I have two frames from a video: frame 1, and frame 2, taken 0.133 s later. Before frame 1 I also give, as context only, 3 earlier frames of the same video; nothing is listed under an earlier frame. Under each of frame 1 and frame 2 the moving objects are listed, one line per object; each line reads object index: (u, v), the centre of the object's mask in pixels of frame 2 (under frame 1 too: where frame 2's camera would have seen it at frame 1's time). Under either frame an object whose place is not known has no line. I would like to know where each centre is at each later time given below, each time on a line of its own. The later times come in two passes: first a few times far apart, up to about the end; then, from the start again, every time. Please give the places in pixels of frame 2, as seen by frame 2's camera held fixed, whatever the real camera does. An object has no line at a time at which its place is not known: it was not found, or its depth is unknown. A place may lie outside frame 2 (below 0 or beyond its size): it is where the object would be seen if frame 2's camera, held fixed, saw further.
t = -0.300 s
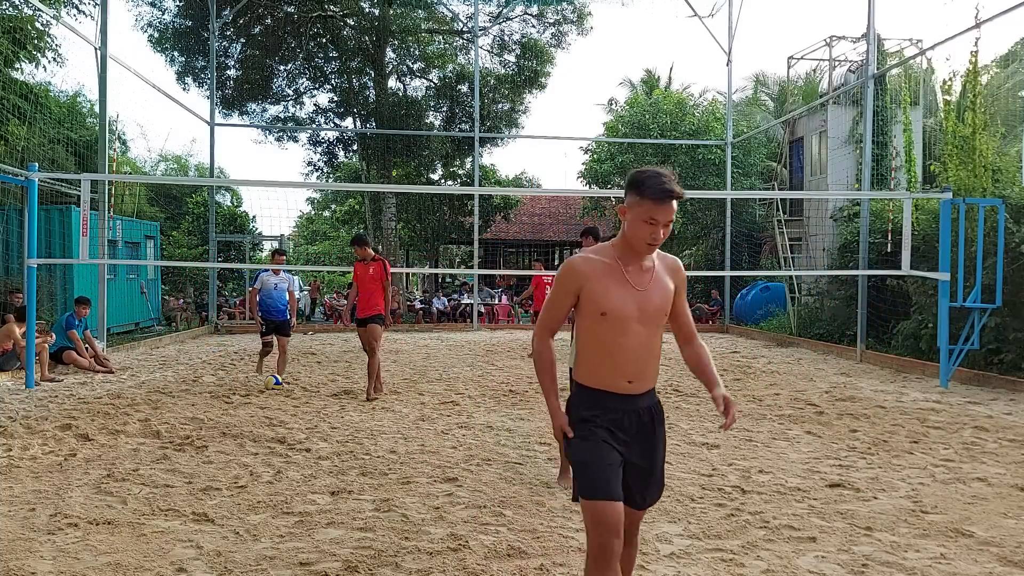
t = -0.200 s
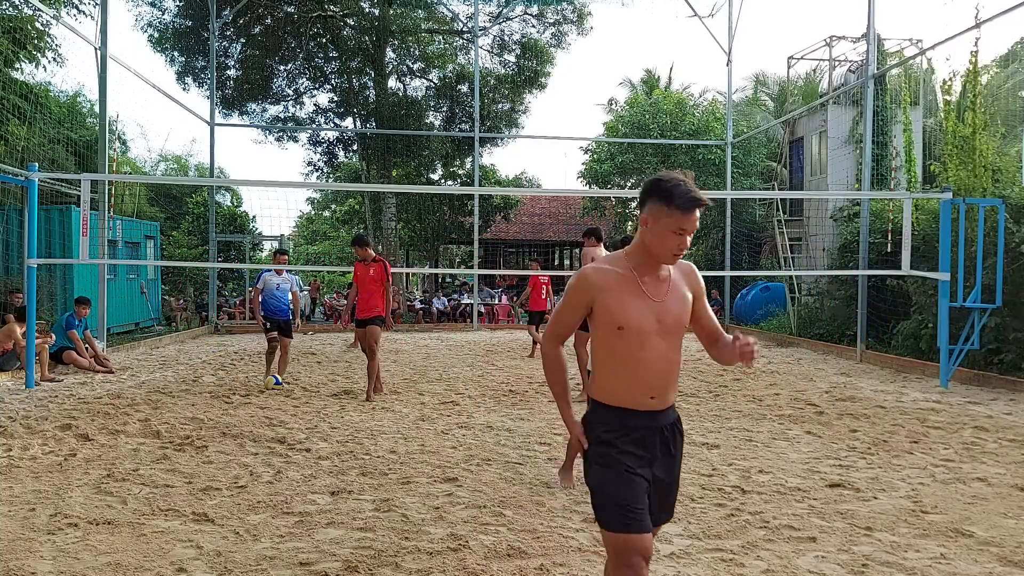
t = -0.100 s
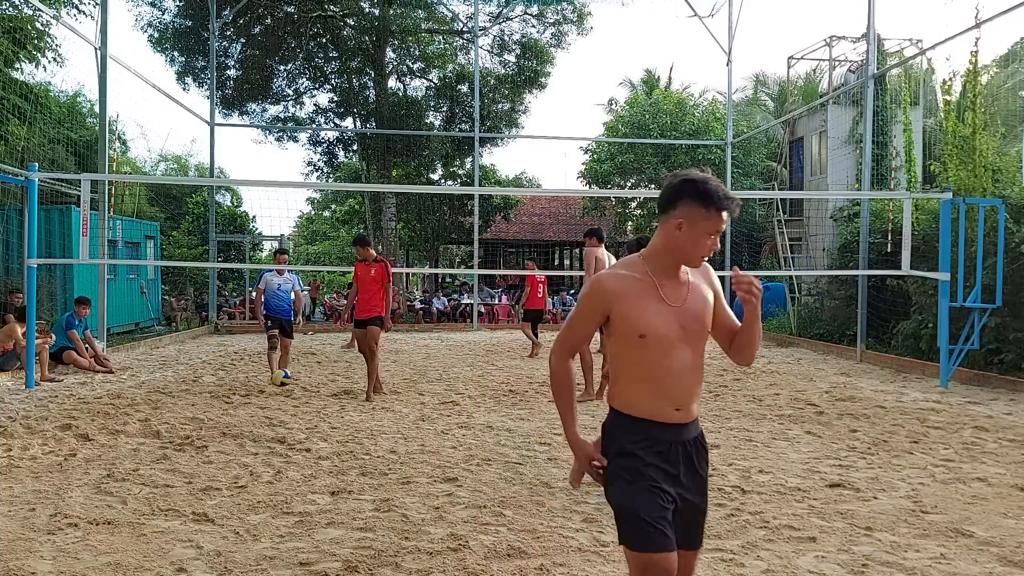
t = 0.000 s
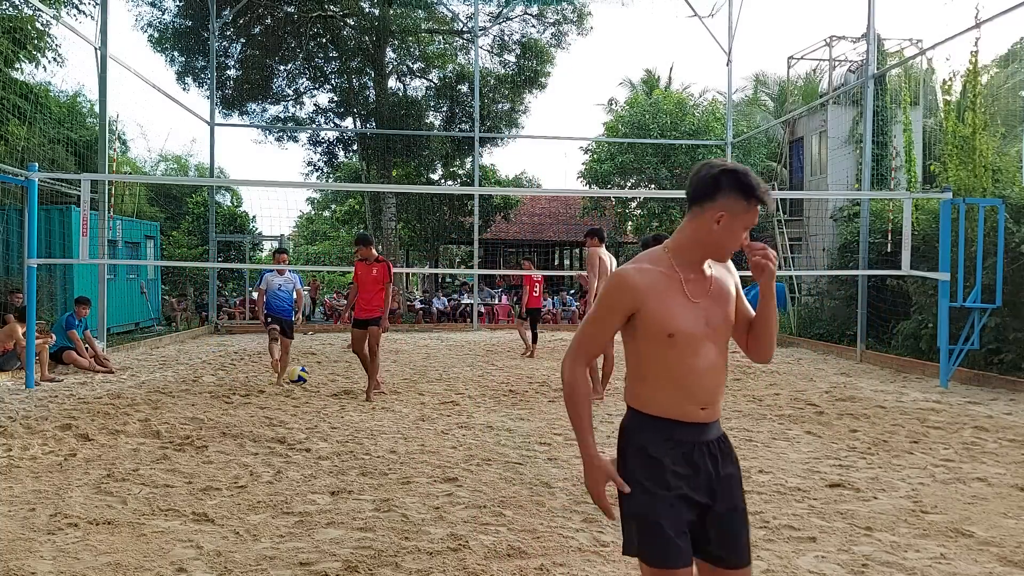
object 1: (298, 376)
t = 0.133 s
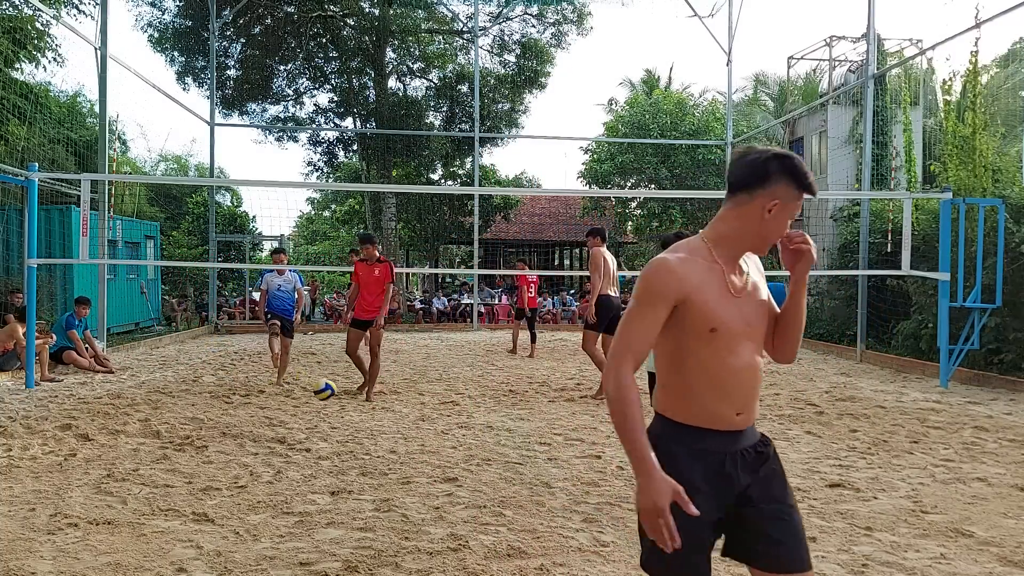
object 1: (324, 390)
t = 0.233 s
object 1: (348, 415)
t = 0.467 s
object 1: (403, 447)
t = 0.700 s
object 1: (464, 489)
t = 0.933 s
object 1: (531, 527)
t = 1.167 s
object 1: (616, 556)
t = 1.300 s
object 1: (676, 565)
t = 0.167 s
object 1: (332, 397)
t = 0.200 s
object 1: (340, 405)
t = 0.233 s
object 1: (348, 415)
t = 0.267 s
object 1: (358, 428)
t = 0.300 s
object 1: (367, 437)
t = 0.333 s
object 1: (373, 436)
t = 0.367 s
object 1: (380, 437)
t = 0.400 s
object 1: (388, 439)
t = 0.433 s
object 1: (396, 442)
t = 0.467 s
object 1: (403, 447)
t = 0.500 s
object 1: (412, 454)
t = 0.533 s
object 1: (420, 462)
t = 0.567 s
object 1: (429, 474)
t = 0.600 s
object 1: (438, 477)
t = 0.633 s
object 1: (447, 479)
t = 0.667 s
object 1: (455, 483)
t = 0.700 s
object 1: (464, 489)
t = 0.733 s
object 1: (474, 498)
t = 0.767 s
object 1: (483, 505)
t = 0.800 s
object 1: (492, 509)
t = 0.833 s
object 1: (501, 514)
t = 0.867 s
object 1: (511, 523)
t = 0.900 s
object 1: (521, 526)
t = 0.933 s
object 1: (531, 527)
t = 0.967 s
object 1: (542, 532)
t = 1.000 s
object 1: (554, 538)
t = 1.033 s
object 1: (565, 548)
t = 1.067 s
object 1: (578, 557)
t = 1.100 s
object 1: (589, 560)
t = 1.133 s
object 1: (603, 557)
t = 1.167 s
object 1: (616, 556)
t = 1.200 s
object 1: (631, 556)
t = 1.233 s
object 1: (646, 558)
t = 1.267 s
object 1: (660, 561)
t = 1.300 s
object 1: (676, 565)
